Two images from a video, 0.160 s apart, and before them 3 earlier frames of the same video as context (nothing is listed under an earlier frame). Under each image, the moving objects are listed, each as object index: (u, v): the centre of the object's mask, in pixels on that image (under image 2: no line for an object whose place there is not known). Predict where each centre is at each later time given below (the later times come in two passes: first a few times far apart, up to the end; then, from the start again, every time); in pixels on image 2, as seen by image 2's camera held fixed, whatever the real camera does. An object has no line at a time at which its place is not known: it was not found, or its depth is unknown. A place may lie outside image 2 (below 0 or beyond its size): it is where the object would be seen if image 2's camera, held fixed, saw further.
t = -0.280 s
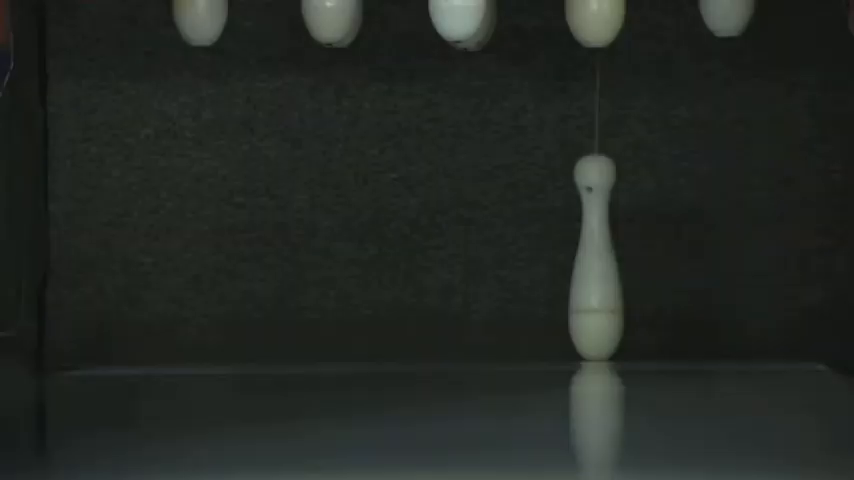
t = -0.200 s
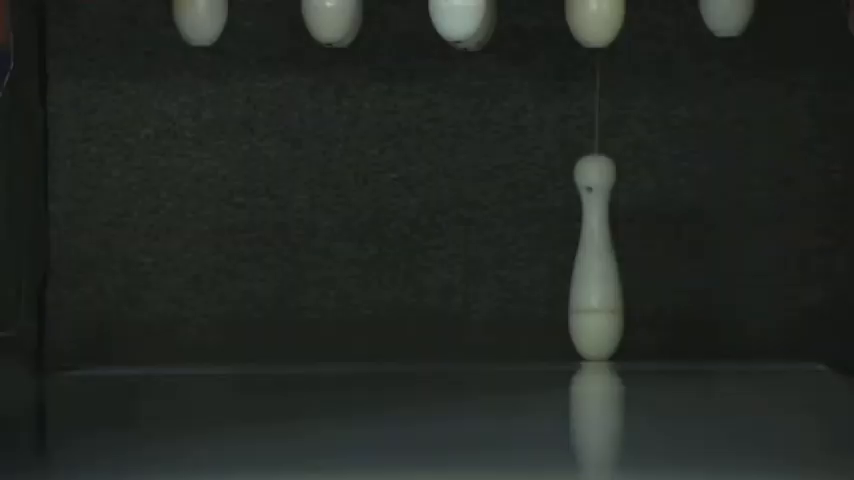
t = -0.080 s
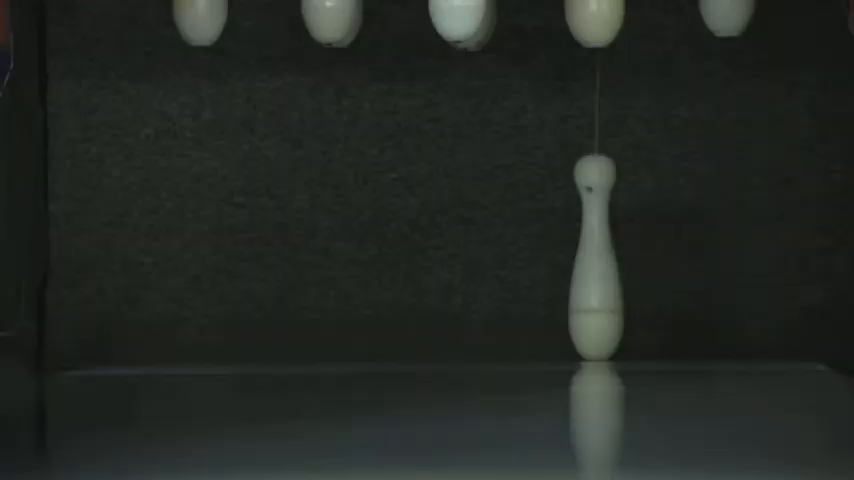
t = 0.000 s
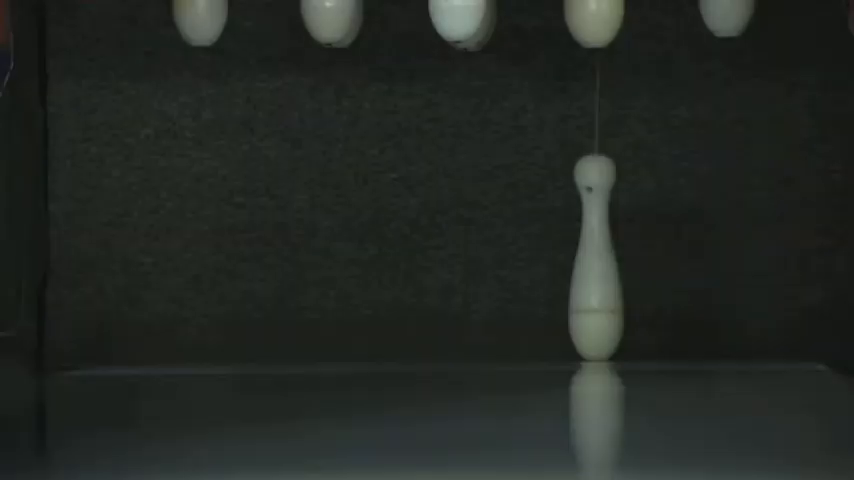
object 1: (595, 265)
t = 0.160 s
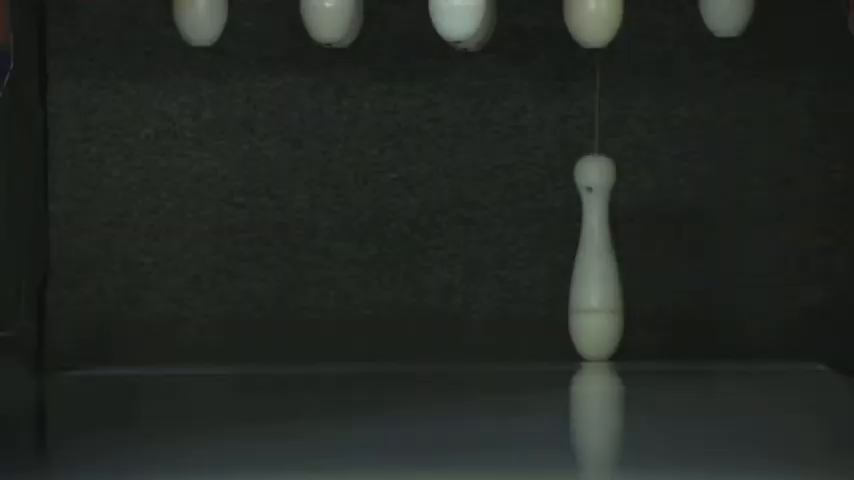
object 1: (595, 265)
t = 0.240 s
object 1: (595, 265)
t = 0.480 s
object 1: (595, 266)
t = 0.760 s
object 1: (595, 265)
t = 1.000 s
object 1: (595, 265)
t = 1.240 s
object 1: (595, 265)
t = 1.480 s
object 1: (595, 265)
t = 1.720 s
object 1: (595, 265)
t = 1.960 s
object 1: (595, 265)
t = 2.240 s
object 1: (595, 265)
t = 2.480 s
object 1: (595, 265)
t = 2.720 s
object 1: (599, 269)
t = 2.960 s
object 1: (789, 317)
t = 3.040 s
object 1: (784, 315)
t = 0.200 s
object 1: (595, 265)
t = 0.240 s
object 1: (595, 265)
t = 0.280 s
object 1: (595, 265)
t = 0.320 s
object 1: (595, 266)
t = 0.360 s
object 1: (595, 266)
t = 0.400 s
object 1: (595, 266)
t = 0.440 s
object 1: (595, 266)
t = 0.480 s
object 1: (595, 266)
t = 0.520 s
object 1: (595, 266)
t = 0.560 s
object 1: (595, 266)
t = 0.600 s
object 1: (595, 266)
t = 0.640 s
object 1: (595, 265)
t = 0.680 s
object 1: (595, 265)
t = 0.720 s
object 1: (595, 265)
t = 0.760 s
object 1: (595, 265)
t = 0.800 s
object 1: (595, 265)
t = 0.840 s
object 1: (595, 265)
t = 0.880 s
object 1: (595, 265)
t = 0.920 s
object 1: (595, 265)
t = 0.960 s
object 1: (595, 265)
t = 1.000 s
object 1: (595, 265)
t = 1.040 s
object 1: (595, 265)
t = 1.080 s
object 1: (595, 265)
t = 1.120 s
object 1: (595, 265)
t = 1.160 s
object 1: (595, 265)
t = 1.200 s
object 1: (595, 265)
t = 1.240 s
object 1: (595, 265)
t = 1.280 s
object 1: (595, 265)
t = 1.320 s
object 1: (595, 265)
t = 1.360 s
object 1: (595, 265)
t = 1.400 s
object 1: (595, 265)
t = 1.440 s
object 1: (595, 265)
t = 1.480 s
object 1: (595, 265)
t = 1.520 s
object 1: (595, 265)
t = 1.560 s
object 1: (595, 265)
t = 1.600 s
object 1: (595, 265)
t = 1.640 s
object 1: (595, 265)
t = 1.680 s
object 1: (595, 265)
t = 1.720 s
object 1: (595, 265)
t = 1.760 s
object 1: (595, 265)
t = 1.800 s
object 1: (595, 265)
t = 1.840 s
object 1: (595, 265)
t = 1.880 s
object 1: (595, 265)
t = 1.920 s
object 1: (595, 265)
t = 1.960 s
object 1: (595, 265)
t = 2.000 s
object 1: (595, 265)
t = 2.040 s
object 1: (595, 265)
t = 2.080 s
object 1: (595, 265)
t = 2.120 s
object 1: (595, 265)
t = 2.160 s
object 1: (595, 265)
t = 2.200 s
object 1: (595, 265)
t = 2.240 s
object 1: (595, 265)
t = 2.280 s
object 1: (595, 265)
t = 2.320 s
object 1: (595, 265)
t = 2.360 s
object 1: (595, 265)
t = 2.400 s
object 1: (595, 265)
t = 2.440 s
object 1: (595, 265)
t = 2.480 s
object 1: (595, 265)
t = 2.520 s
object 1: (595, 265)
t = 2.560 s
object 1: (595, 265)
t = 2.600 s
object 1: (595, 265)
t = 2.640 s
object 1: (595, 265)
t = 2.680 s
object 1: (595, 265)
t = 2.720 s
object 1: (599, 269)
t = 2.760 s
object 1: (633, 268)
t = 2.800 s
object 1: (666, 269)
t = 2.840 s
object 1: (697, 283)
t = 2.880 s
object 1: (737, 310)
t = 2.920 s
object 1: (772, 315)
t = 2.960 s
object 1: (789, 317)
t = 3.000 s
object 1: (788, 313)
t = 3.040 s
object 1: (784, 315)
